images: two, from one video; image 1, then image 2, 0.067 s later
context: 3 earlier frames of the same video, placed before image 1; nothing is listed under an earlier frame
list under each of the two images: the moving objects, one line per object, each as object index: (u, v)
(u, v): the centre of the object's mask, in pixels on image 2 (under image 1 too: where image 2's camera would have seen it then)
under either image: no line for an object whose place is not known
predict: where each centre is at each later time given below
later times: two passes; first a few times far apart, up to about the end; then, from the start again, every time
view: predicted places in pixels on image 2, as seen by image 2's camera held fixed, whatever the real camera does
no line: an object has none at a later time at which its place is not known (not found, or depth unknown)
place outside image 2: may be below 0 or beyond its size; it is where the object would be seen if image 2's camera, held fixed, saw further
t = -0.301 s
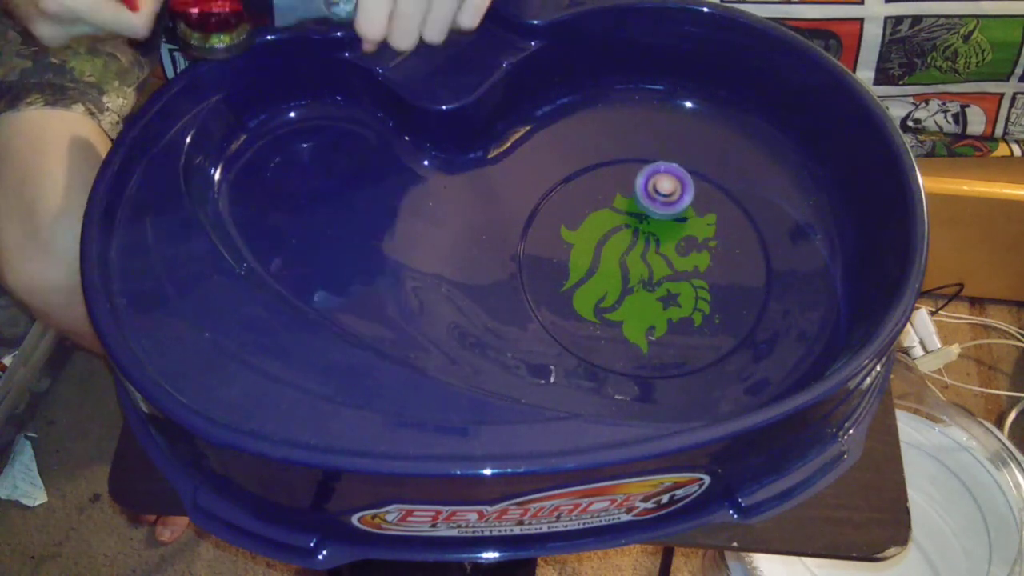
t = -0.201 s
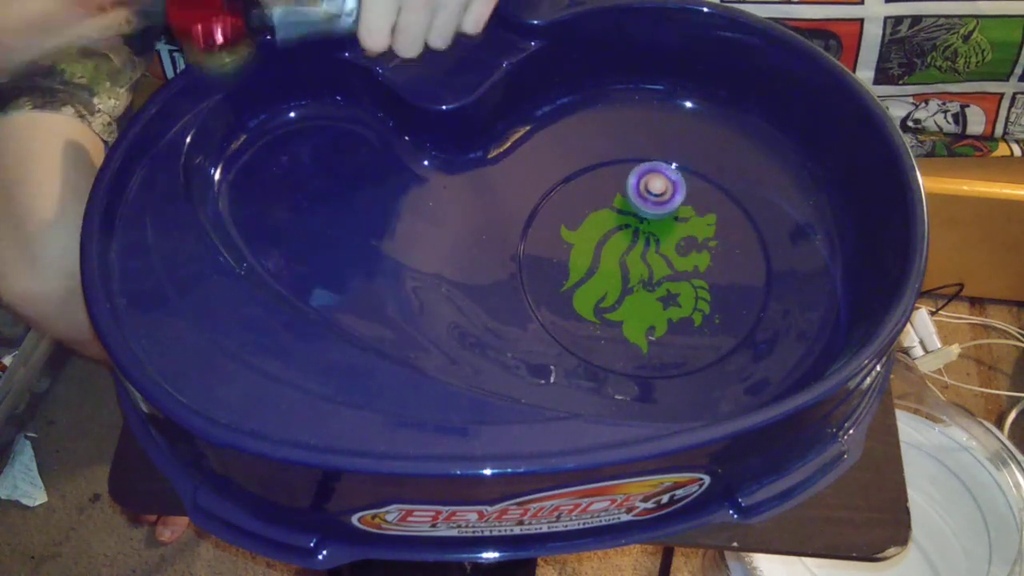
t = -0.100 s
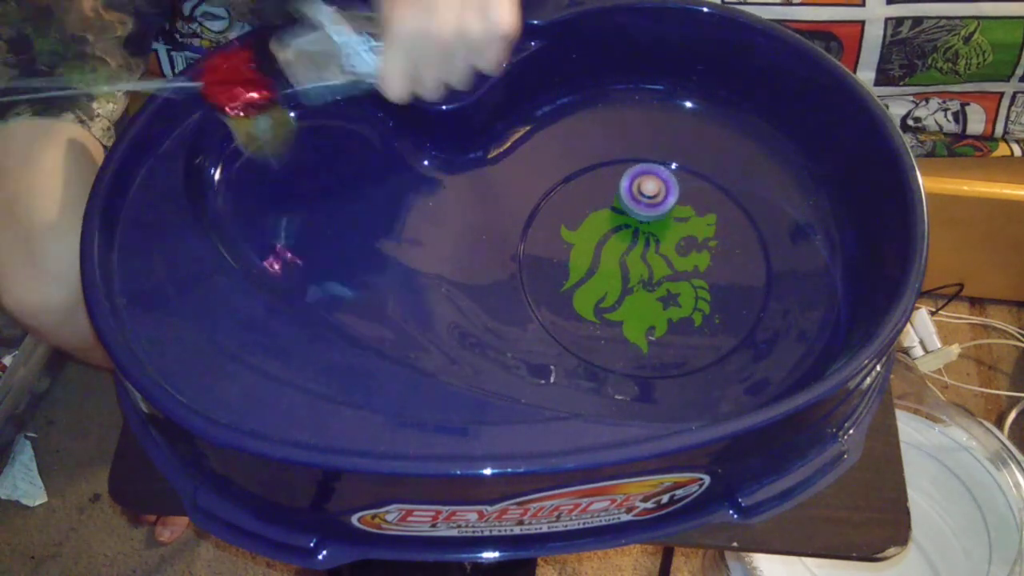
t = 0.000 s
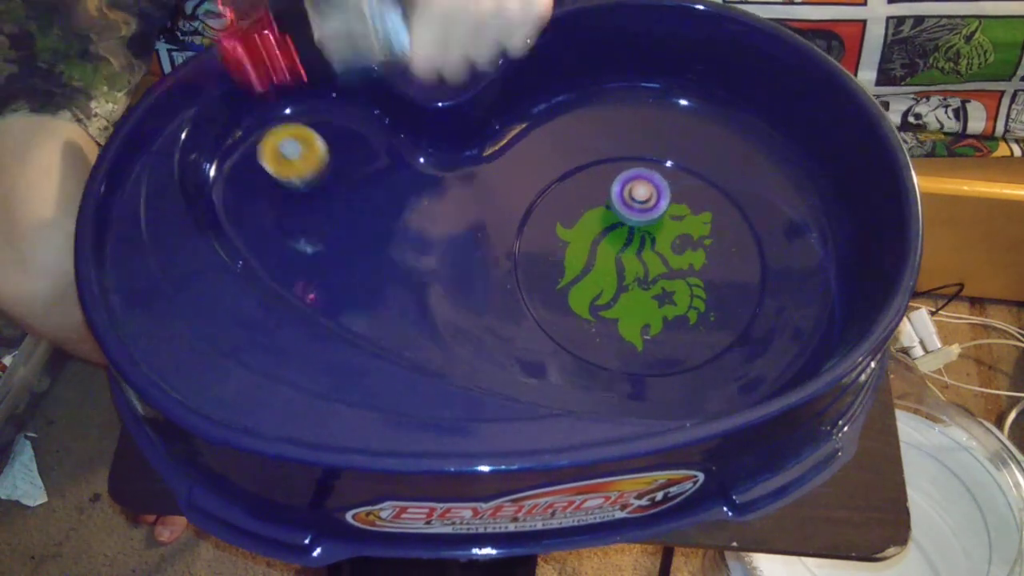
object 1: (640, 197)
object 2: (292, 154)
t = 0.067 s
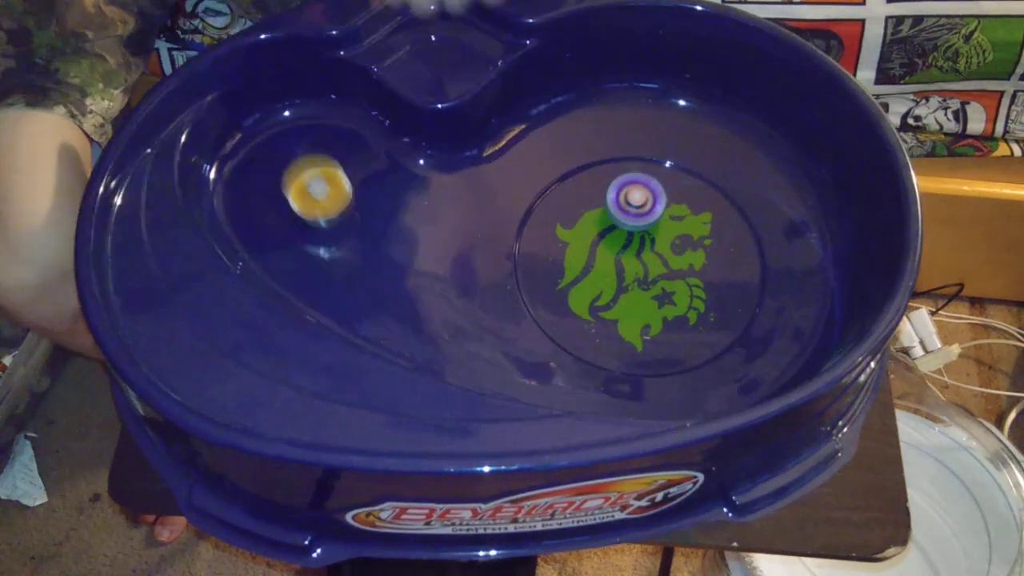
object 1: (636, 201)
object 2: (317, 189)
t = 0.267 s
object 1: (632, 216)
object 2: (359, 273)
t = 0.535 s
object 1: (643, 239)
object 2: (513, 364)
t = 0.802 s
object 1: (660, 258)
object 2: (757, 333)
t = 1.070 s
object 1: (675, 267)
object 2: (764, 163)
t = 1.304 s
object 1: (680, 269)
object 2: (592, 120)
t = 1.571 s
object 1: (675, 271)
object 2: (448, 268)
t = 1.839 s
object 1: (659, 277)
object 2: (587, 378)
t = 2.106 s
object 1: (642, 285)
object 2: (770, 312)
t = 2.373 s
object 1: (629, 291)
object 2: (695, 149)
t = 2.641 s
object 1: (619, 292)
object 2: (492, 172)
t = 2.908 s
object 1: (610, 286)
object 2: (452, 325)
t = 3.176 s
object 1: (600, 275)
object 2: (646, 365)
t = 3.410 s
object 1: (592, 266)
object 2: (749, 267)
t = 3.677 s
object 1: (588, 257)
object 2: (660, 152)
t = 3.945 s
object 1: (589, 246)
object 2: (532, 213)
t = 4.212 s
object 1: (633, 251)
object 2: (517, 283)
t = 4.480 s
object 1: (648, 226)
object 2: (598, 302)
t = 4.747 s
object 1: (645, 212)
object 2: (661, 274)
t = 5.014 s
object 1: (622, 197)
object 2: (691, 253)
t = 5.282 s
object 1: (607, 217)
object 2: (680, 213)
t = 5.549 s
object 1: (538, 305)
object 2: (716, 142)
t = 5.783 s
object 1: (545, 372)
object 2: (694, 158)
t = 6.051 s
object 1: (661, 361)
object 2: (611, 232)
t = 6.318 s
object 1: (701, 285)
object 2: (633, 288)
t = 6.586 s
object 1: (699, 231)
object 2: (612, 325)
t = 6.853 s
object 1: (637, 206)
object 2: (641, 339)
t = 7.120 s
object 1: (595, 212)
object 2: (664, 328)
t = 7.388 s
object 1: (578, 234)
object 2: (656, 290)
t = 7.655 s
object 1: (491, 192)
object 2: (754, 316)
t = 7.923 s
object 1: (430, 238)
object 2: (754, 258)
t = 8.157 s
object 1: (469, 281)
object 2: (701, 217)
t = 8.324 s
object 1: (498, 274)
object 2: (666, 213)
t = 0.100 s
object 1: (634, 203)
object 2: (322, 200)
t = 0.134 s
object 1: (633, 205)
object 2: (326, 214)
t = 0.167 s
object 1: (632, 208)
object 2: (332, 230)
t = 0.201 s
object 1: (633, 210)
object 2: (340, 243)
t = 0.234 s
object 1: (632, 213)
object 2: (349, 258)
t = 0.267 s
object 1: (632, 216)
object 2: (359, 273)
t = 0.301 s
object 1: (633, 219)
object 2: (369, 286)
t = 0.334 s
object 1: (634, 222)
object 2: (382, 301)
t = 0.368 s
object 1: (636, 225)
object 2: (396, 316)
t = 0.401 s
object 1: (637, 228)
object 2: (412, 332)
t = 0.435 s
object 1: (638, 231)
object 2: (431, 345)
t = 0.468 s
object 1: (640, 234)
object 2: (456, 354)
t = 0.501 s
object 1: (641, 236)
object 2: (483, 360)
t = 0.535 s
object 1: (643, 239)
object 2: (513, 364)
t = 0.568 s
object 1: (645, 242)
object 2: (544, 368)
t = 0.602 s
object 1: (647, 245)
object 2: (577, 371)
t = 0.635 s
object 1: (649, 248)
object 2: (610, 372)
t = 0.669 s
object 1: (651, 250)
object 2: (642, 372)
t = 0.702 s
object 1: (653, 252)
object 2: (675, 368)
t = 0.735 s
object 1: (655, 254)
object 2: (705, 360)
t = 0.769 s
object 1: (658, 256)
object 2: (733, 349)
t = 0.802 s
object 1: (660, 258)
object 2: (757, 333)
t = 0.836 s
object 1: (662, 260)
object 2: (776, 315)
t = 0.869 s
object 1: (664, 261)
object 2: (790, 293)
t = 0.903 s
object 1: (666, 263)
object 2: (798, 270)
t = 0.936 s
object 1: (668, 264)
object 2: (801, 246)
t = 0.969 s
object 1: (670, 265)
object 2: (799, 222)
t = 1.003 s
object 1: (672, 266)
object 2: (791, 200)
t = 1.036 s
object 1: (674, 267)
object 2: (780, 180)
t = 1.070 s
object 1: (675, 267)
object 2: (764, 163)
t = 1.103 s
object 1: (677, 268)
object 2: (746, 148)
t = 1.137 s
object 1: (678, 268)
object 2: (724, 136)
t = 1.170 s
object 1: (679, 269)
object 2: (700, 126)
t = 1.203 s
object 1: (680, 269)
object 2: (674, 119)
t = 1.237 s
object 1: (680, 269)
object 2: (646, 116)
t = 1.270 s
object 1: (680, 269)
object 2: (619, 116)
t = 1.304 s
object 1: (680, 269)
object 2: (592, 120)
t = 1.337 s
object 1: (680, 269)
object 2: (566, 128)
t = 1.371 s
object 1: (680, 270)
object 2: (542, 140)
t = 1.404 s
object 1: (680, 270)
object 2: (520, 156)
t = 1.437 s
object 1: (679, 270)
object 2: (501, 176)
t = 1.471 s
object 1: (678, 271)
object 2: (484, 199)
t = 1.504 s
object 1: (677, 271)
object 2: (468, 223)
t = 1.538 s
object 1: (676, 271)
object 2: (456, 246)
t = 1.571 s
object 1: (675, 271)
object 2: (448, 268)
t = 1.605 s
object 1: (673, 272)
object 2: (447, 288)
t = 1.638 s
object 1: (671, 272)
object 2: (452, 307)
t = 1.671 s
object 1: (669, 273)
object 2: (463, 322)
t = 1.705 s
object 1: (667, 274)
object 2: (482, 338)
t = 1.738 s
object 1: (665, 274)
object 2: (505, 351)
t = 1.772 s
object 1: (663, 276)
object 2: (531, 363)
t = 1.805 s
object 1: (661, 276)
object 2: (559, 372)
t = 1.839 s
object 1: (659, 277)
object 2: (587, 378)
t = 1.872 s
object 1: (656, 278)
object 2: (615, 382)
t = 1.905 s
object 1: (654, 279)
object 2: (642, 383)
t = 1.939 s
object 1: (652, 280)
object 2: (669, 381)
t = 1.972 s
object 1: (650, 281)
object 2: (695, 375)
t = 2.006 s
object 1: (648, 282)
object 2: (719, 364)
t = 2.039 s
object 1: (646, 283)
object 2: (740, 350)
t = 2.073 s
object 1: (644, 284)
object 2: (757, 332)
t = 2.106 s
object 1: (642, 285)
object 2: (770, 312)
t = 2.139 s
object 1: (640, 286)
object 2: (777, 290)
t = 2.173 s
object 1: (638, 287)
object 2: (780, 269)
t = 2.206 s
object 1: (636, 288)
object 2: (777, 246)
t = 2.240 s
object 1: (635, 288)
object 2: (770, 223)
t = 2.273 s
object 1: (634, 289)
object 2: (757, 201)
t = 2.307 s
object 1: (632, 290)
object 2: (740, 181)
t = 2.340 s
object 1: (631, 290)
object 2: (719, 164)
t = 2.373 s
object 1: (629, 291)
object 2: (695, 149)
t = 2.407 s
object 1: (628, 291)
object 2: (668, 139)
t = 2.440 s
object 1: (627, 292)
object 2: (640, 132)
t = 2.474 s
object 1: (625, 292)
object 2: (612, 129)
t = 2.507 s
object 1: (624, 292)
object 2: (585, 129)
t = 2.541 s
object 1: (622, 293)
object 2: (559, 134)
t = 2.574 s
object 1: (622, 293)
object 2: (534, 143)
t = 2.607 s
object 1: (621, 292)
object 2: (512, 155)
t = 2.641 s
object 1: (619, 292)
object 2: (492, 172)
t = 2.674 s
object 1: (618, 292)
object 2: (474, 190)
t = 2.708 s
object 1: (617, 291)
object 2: (457, 211)
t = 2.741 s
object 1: (616, 291)
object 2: (442, 233)
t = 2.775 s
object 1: (615, 290)
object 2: (432, 255)
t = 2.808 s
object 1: (614, 289)
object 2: (428, 276)
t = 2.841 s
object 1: (612, 288)
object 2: (430, 295)
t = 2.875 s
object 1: (611, 287)
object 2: (438, 311)
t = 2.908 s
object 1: (610, 286)
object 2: (452, 325)
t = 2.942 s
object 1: (609, 284)
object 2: (470, 338)
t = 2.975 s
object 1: (608, 283)
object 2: (492, 349)
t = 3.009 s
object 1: (607, 281)
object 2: (515, 357)
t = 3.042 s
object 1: (605, 280)
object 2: (542, 364)
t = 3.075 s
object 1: (604, 279)
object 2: (568, 368)
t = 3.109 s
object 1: (603, 277)
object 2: (594, 369)
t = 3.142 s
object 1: (601, 276)
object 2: (621, 368)
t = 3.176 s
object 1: (600, 275)
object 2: (646, 365)
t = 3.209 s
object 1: (599, 273)
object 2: (671, 358)
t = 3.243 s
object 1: (597, 272)
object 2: (694, 347)
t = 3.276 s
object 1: (596, 271)
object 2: (714, 333)
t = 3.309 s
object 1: (594, 269)
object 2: (729, 318)
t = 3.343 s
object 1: (594, 268)
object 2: (740, 301)
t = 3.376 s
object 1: (593, 267)
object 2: (746, 285)
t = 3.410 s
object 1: (592, 266)
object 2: (749, 267)
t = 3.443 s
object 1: (591, 265)
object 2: (748, 249)
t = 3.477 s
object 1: (590, 264)
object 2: (744, 230)
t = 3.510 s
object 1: (590, 263)
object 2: (737, 212)
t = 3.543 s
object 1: (589, 262)
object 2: (727, 196)
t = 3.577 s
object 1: (589, 261)
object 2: (714, 181)
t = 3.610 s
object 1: (588, 259)
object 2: (698, 168)
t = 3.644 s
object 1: (588, 258)
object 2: (681, 156)
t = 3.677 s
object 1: (588, 257)
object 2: (660, 152)
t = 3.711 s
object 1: (587, 255)
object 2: (637, 153)
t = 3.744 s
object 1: (587, 253)
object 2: (615, 155)
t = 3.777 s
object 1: (587, 252)
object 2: (596, 159)
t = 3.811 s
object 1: (587, 251)
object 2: (577, 163)
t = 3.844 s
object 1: (587, 250)
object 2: (563, 174)
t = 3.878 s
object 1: (587, 248)
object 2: (550, 188)
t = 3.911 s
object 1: (587, 247)
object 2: (541, 202)
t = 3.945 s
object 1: (589, 246)
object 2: (532, 213)
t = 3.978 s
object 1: (598, 251)
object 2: (522, 221)
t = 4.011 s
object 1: (607, 255)
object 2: (516, 232)
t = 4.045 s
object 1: (613, 257)
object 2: (513, 243)
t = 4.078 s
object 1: (618, 257)
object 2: (512, 253)
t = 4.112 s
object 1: (622, 257)
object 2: (511, 262)
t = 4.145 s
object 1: (626, 256)
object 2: (512, 271)
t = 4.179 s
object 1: (630, 254)
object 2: (514, 278)
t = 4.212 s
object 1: (633, 251)
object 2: (517, 283)
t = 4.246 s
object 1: (636, 249)
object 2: (523, 288)
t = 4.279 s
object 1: (639, 246)
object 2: (530, 293)
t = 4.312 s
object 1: (641, 242)
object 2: (541, 298)
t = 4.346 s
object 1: (643, 239)
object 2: (553, 300)
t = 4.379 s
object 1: (645, 236)
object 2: (565, 301)
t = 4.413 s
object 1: (646, 233)
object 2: (576, 301)
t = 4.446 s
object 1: (647, 230)
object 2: (588, 302)
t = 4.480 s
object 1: (648, 226)
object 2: (598, 302)
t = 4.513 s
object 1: (648, 224)
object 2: (608, 301)
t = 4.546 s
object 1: (648, 222)
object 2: (618, 299)
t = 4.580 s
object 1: (648, 219)
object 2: (627, 296)
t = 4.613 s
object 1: (648, 218)
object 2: (635, 292)
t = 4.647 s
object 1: (647, 216)
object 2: (643, 288)
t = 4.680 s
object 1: (646, 215)
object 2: (650, 284)
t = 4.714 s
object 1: (645, 213)
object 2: (656, 279)
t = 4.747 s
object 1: (645, 212)
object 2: (661, 274)
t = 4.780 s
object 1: (644, 212)
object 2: (665, 268)
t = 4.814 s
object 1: (642, 211)
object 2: (669, 263)
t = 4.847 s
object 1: (639, 206)
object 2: (674, 264)
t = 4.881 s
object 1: (635, 200)
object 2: (680, 265)
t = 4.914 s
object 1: (631, 197)
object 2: (684, 264)
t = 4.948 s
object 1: (628, 196)
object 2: (687, 262)
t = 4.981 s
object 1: (625, 196)
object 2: (689, 258)
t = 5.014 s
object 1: (622, 197)
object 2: (691, 253)
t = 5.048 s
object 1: (619, 198)
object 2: (692, 248)
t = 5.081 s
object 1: (616, 199)
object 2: (692, 243)
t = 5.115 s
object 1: (614, 201)
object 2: (692, 238)
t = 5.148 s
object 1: (611, 204)
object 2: (691, 232)
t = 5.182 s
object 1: (610, 207)
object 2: (689, 227)
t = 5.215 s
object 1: (608, 210)
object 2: (687, 222)
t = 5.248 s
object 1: (607, 213)
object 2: (684, 218)
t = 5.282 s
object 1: (607, 217)
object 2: (680, 213)
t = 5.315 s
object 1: (607, 220)
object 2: (676, 209)
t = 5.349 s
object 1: (607, 225)
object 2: (671, 206)
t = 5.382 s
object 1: (608, 229)
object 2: (665, 203)
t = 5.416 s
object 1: (609, 233)
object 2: (660, 201)
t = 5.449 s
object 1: (608, 239)
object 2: (659, 196)
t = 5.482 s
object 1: (579, 265)
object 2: (680, 174)
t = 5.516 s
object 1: (556, 287)
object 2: (701, 155)
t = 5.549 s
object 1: (538, 305)
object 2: (716, 142)
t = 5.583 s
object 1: (525, 322)
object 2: (728, 134)
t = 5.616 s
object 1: (516, 338)
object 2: (735, 128)
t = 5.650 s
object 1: (513, 350)
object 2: (735, 128)
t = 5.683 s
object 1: (514, 357)
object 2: (729, 134)
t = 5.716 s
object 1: (521, 364)
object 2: (721, 140)
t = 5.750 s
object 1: (532, 368)
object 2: (708, 148)
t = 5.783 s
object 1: (545, 372)
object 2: (694, 158)
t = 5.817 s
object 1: (559, 374)
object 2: (679, 167)
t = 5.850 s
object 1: (574, 375)
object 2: (665, 176)
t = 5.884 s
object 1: (588, 377)
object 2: (651, 185)
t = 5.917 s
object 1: (604, 376)
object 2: (639, 195)
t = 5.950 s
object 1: (619, 374)
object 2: (629, 204)
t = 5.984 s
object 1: (634, 370)
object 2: (620, 214)
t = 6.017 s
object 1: (648, 366)
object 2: (615, 223)
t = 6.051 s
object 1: (661, 361)
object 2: (611, 232)
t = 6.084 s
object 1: (674, 353)
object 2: (609, 241)
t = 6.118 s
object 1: (685, 340)
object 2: (610, 248)
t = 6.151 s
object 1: (694, 329)
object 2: (612, 256)
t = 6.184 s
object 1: (700, 319)
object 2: (615, 263)
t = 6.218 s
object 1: (703, 309)
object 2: (618, 270)
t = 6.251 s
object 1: (704, 300)
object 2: (623, 276)
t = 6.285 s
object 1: (703, 292)
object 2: (628, 282)
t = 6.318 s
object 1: (701, 285)
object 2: (633, 288)
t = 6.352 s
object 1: (706, 276)
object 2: (630, 293)
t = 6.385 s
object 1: (713, 269)
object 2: (620, 299)
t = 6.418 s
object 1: (716, 261)
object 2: (613, 305)
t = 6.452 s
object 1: (716, 255)
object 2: (608, 309)
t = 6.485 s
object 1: (714, 248)
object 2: (607, 313)
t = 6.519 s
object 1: (710, 242)
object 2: (607, 317)
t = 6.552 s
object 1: (704, 237)
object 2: (609, 320)
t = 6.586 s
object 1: (699, 231)
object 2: (612, 325)
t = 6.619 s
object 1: (691, 226)
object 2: (615, 329)
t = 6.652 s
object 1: (684, 222)
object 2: (619, 331)
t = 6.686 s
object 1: (676, 218)
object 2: (623, 334)
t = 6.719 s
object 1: (668, 214)
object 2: (627, 335)
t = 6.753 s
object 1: (660, 211)
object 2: (631, 337)
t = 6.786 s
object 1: (652, 208)
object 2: (634, 338)
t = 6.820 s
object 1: (644, 206)
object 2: (638, 338)
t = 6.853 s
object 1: (637, 206)
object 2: (641, 339)
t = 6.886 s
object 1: (630, 205)
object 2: (644, 339)
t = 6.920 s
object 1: (624, 205)
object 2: (648, 337)
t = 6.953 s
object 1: (618, 205)
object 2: (651, 337)
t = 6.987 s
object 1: (612, 206)
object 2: (654, 336)
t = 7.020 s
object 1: (607, 207)
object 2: (657, 335)
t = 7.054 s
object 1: (603, 209)
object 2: (660, 333)
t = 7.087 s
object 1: (598, 210)
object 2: (662, 331)
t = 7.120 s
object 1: (595, 212)
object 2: (664, 328)
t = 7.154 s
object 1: (591, 215)
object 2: (665, 324)
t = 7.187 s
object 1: (588, 217)
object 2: (666, 320)
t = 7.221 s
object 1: (585, 220)
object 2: (666, 316)
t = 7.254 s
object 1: (583, 223)
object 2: (665, 311)
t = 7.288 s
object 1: (582, 225)
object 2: (664, 307)
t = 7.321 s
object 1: (580, 228)
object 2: (662, 301)
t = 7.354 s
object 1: (579, 231)
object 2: (659, 296)
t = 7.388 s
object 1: (578, 234)
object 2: (656, 290)
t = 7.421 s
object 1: (578, 236)
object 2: (652, 285)
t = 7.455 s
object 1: (578, 239)
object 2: (647, 281)
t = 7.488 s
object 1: (578, 242)
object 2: (643, 277)
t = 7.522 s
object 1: (579, 245)
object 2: (638, 274)
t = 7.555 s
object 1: (560, 236)
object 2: (659, 283)
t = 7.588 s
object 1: (532, 219)
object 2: (698, 303)
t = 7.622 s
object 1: (510, 203)
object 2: (732, 316)
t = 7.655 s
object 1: (491, 192)
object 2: (754, 316)
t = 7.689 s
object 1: (476, 187)
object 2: (766, 311)
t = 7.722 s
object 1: (464, 187)
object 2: (774, 312)
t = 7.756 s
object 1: (455, 190)
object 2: (779, 308)
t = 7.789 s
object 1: (447, 197)
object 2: (778, 298)
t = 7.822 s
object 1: (440, 206)
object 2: (775, 290)
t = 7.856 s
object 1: (435, 216)
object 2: (770, 279)
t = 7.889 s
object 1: (431, 228)
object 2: (762, 269)
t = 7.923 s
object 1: (430, 238)
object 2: (754, 258)
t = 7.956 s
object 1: (431, 248)
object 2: (745, 247)
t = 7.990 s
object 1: (435, 258)
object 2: (737, 239)
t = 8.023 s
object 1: (440, 266)
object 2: (729, 232)
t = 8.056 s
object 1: (446, 273)
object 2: (722, 226)
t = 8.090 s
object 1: (454, 277)
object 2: (715, 223)
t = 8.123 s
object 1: (462, 280)
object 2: (708, 220)
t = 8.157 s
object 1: (469, 281)
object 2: (701, 217)
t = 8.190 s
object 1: (476, 281)
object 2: (695, 216)
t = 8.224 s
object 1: (482, 280)
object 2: (688, 215)
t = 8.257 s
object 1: (488, 278)
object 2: (680, 214)
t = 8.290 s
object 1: (493, 276)
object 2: (673, 213)
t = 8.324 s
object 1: (498, 274)
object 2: (666, 213)
